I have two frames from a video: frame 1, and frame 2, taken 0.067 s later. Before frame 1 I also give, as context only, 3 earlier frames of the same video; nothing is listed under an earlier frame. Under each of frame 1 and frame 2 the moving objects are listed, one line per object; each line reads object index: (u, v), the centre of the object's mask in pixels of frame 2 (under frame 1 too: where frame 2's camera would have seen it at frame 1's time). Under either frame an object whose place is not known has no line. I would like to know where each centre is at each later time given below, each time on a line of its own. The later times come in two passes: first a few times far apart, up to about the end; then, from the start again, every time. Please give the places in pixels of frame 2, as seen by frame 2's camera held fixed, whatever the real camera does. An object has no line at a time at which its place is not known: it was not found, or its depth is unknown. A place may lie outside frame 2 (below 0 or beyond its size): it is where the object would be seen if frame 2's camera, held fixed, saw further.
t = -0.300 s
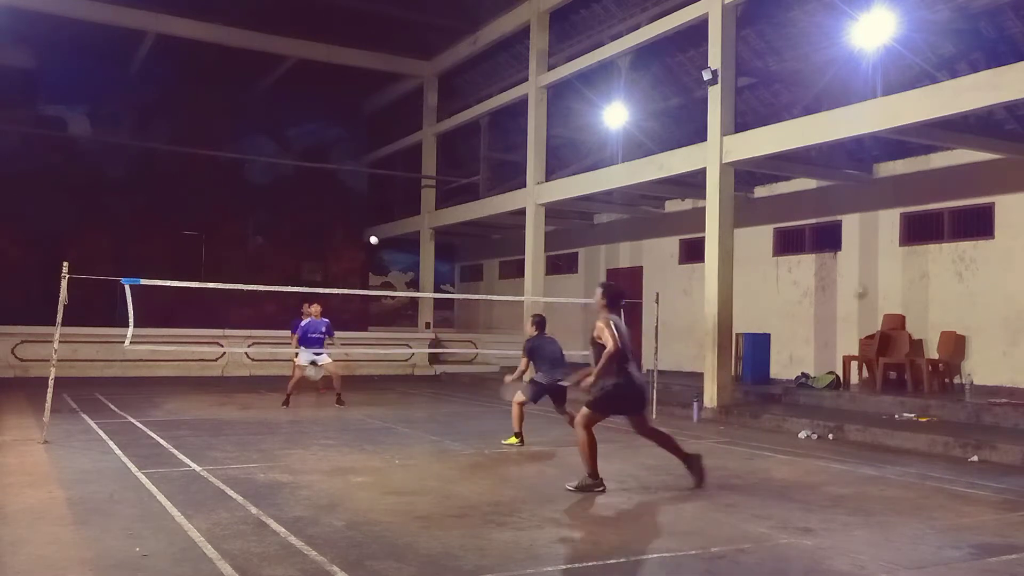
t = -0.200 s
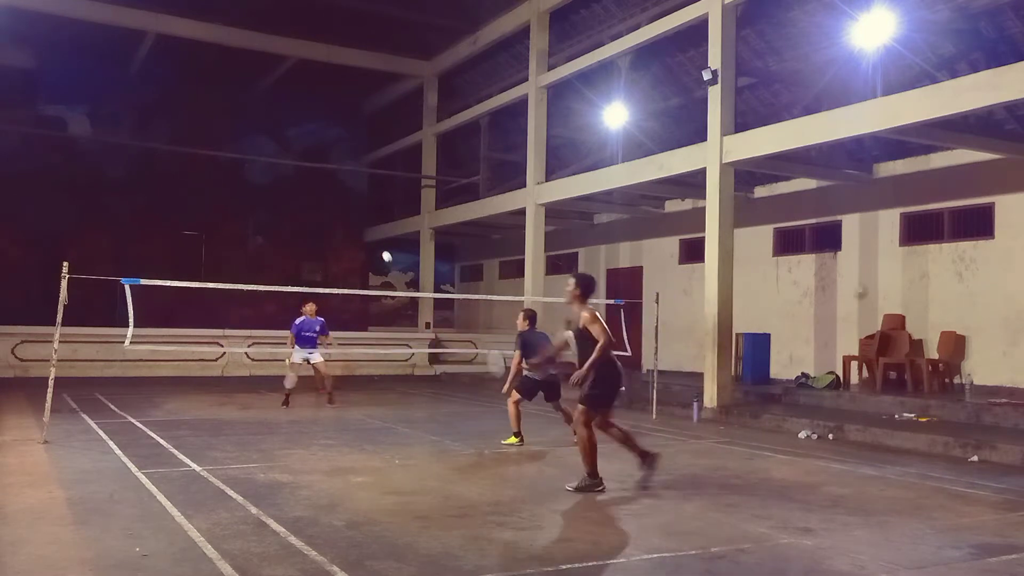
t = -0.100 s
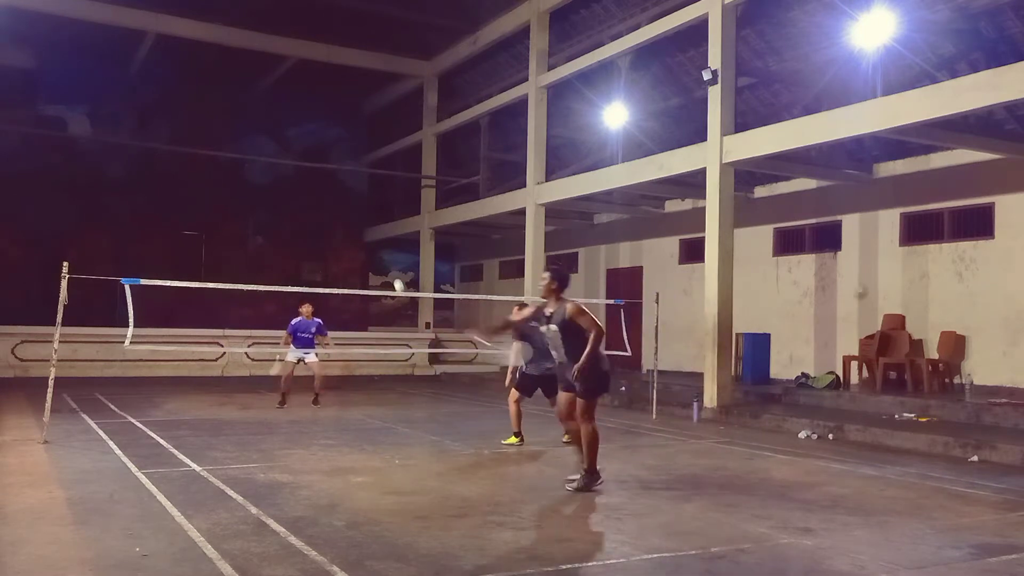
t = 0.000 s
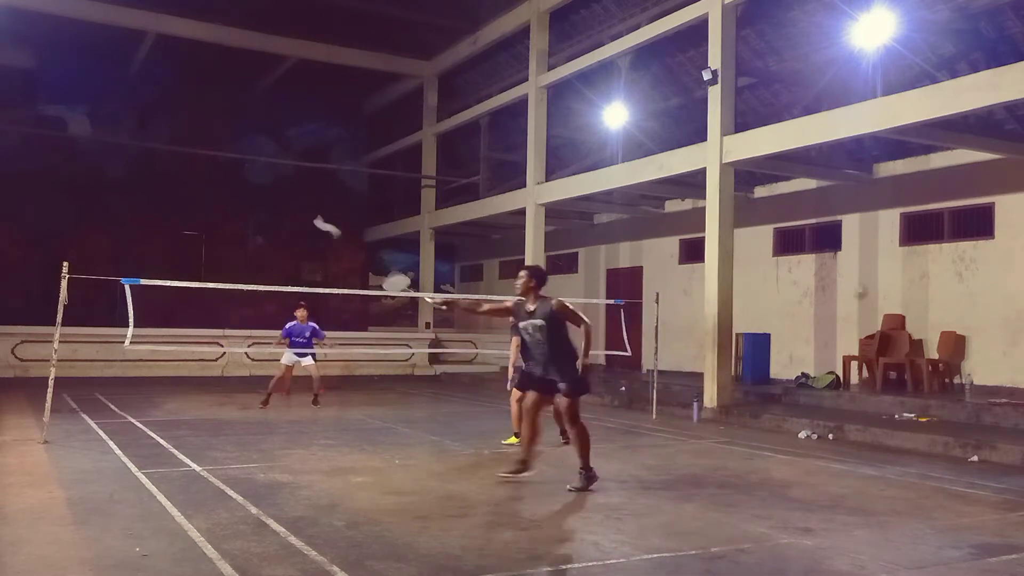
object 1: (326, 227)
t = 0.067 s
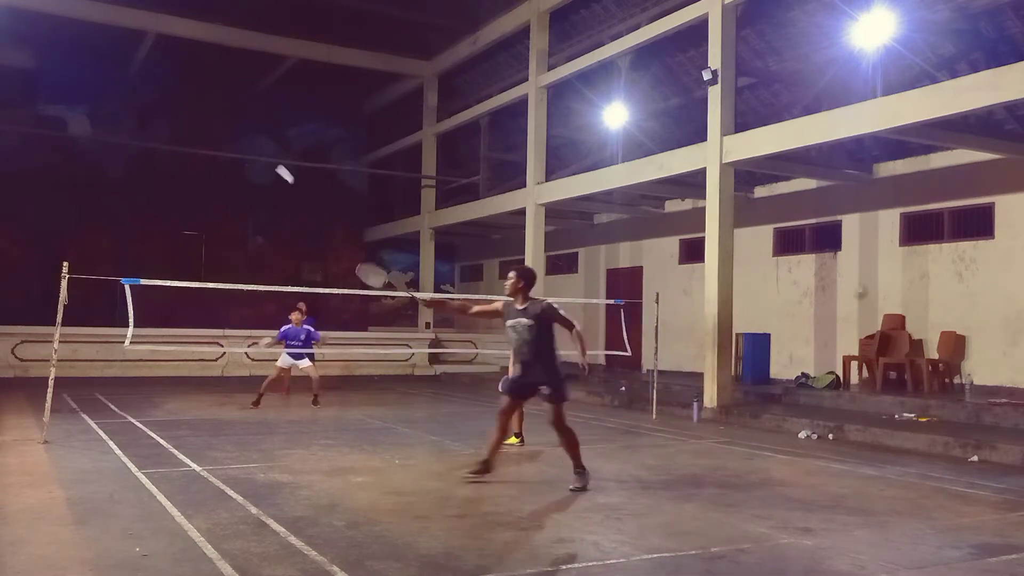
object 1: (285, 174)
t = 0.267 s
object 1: (216, 129)
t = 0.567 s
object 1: (168, 144)
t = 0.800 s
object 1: (147, 191)
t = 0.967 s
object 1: (136, 237)
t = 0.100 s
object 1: (265, 159)
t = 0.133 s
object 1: (251, 151)
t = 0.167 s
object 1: (241, 144)
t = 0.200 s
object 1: (233, 137)
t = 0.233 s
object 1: (224, 132)
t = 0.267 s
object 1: (216, 129)
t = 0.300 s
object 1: (209, 127)
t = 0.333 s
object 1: (202, 125)
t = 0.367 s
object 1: (197, 126)
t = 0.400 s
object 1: (191, 127)
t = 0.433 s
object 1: (186, 129)
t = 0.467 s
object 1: (181, 132)
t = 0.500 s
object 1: (177, 135)
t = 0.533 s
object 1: (172, 139)
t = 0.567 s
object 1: (168, 144)
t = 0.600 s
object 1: (165, 149)
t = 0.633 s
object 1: (162, 155)
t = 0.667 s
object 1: (158, 162)
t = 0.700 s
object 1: (155, 168)
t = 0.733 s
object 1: (153, 176)
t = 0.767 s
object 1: (150, 183)
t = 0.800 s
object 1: (147, 191)
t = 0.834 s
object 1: (145, 200)
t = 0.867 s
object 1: (142, 208)
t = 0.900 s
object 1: (140, 218)
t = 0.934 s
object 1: (138, 227)
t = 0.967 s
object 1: (136, 237)
